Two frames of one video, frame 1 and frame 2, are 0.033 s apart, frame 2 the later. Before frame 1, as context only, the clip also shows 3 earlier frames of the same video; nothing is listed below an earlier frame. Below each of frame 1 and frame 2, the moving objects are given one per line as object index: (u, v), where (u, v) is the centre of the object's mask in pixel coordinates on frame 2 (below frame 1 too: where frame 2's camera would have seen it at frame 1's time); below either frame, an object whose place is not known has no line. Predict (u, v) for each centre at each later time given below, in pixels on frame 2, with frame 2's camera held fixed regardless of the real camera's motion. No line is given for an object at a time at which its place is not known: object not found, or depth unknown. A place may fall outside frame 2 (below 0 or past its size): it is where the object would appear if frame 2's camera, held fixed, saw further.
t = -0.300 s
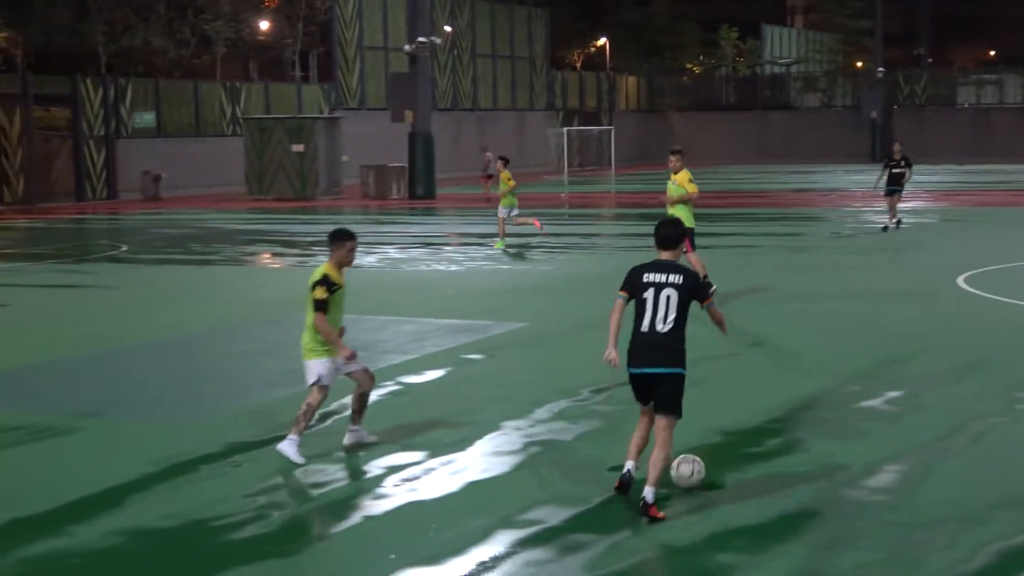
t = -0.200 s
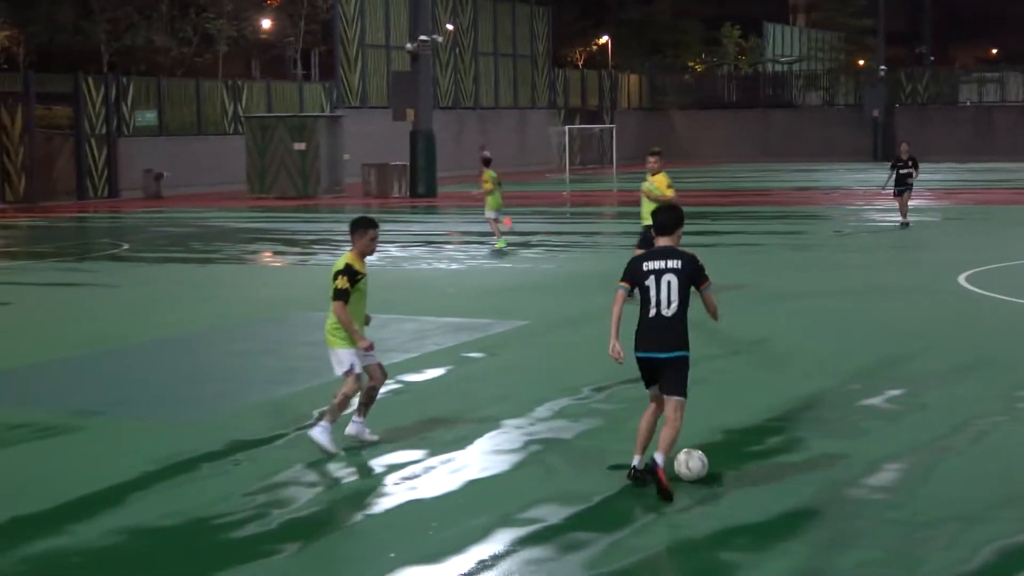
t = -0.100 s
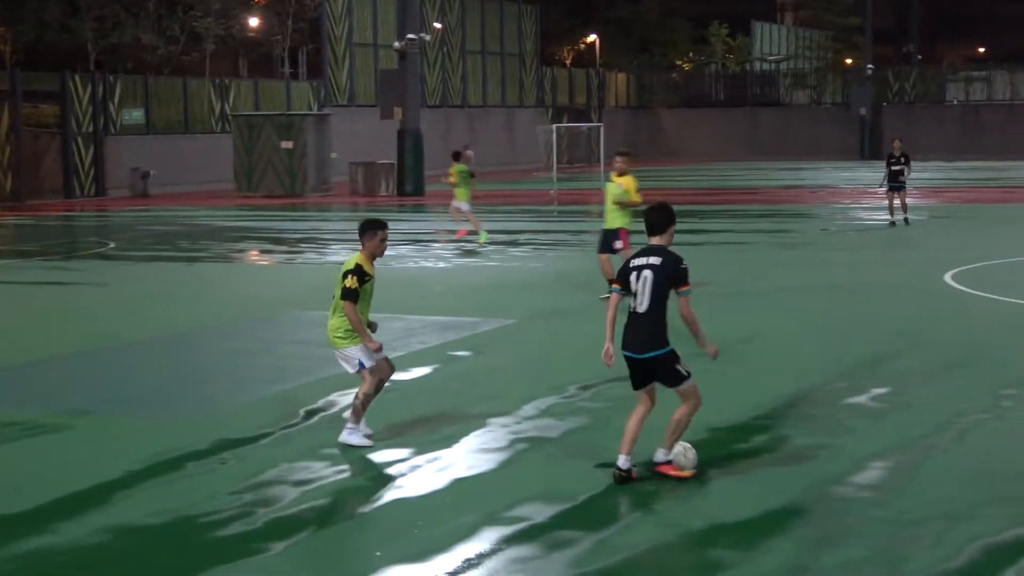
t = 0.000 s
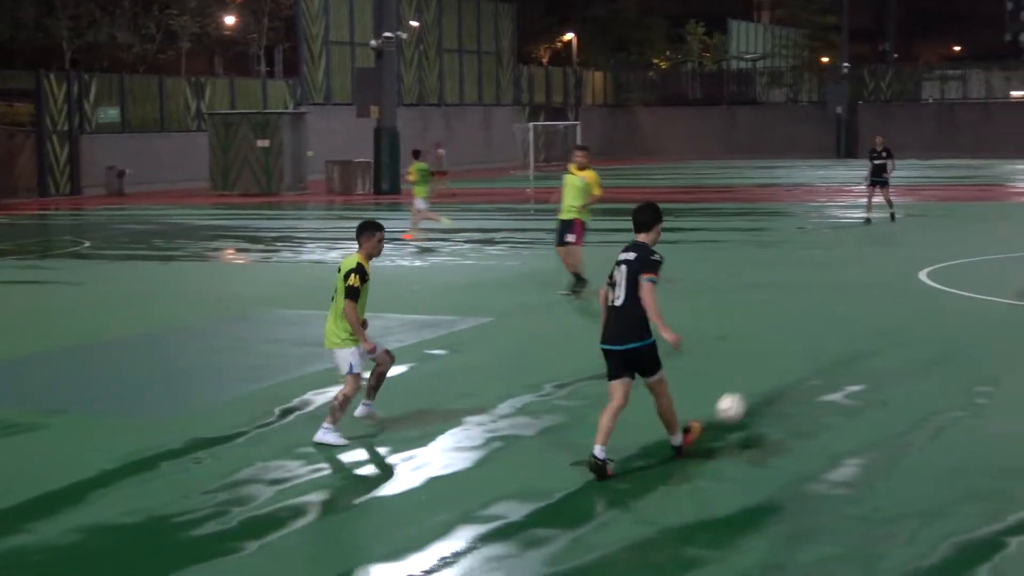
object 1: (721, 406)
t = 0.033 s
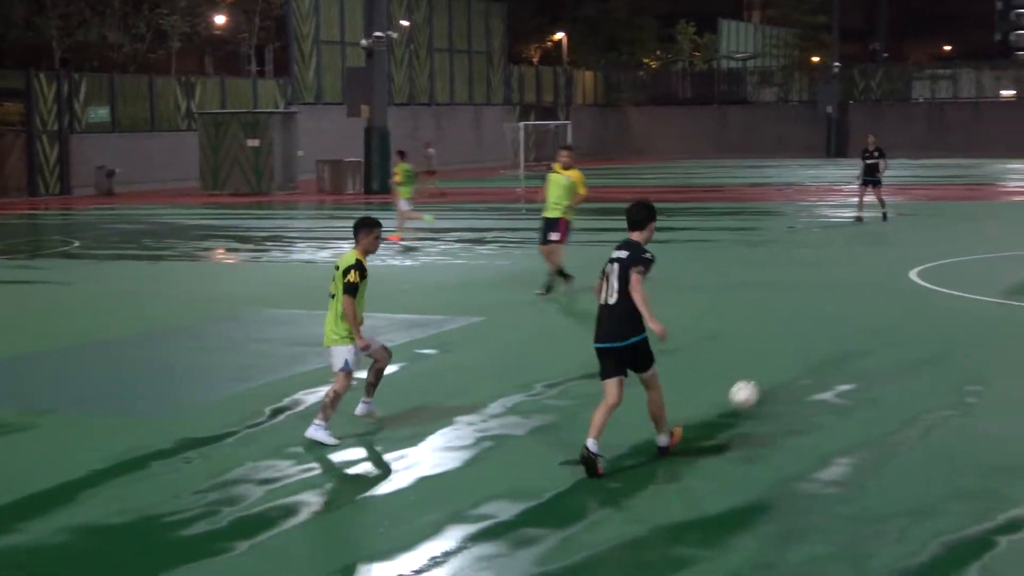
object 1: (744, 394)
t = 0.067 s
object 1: (764, 384)
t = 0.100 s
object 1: (783, 375)
